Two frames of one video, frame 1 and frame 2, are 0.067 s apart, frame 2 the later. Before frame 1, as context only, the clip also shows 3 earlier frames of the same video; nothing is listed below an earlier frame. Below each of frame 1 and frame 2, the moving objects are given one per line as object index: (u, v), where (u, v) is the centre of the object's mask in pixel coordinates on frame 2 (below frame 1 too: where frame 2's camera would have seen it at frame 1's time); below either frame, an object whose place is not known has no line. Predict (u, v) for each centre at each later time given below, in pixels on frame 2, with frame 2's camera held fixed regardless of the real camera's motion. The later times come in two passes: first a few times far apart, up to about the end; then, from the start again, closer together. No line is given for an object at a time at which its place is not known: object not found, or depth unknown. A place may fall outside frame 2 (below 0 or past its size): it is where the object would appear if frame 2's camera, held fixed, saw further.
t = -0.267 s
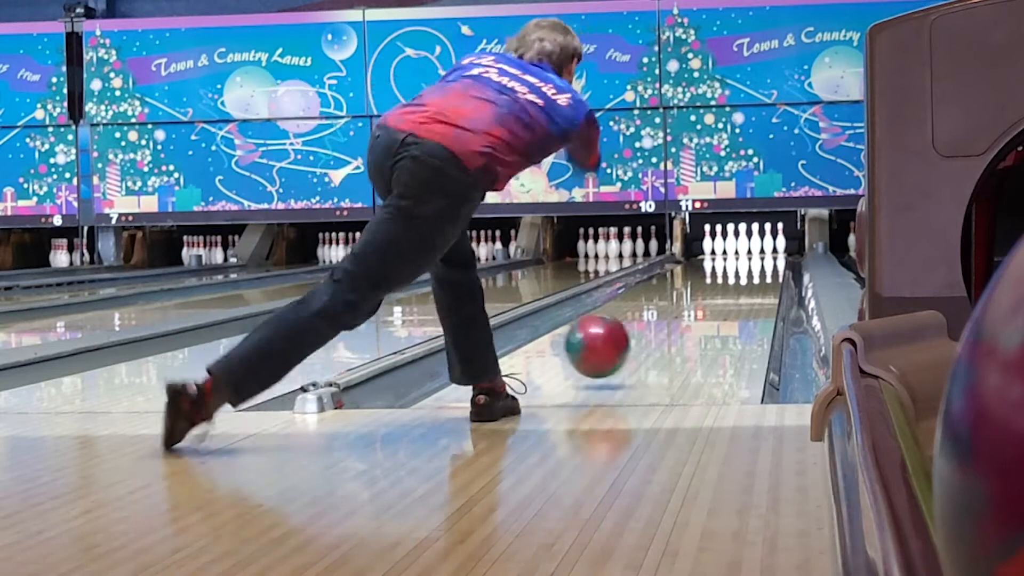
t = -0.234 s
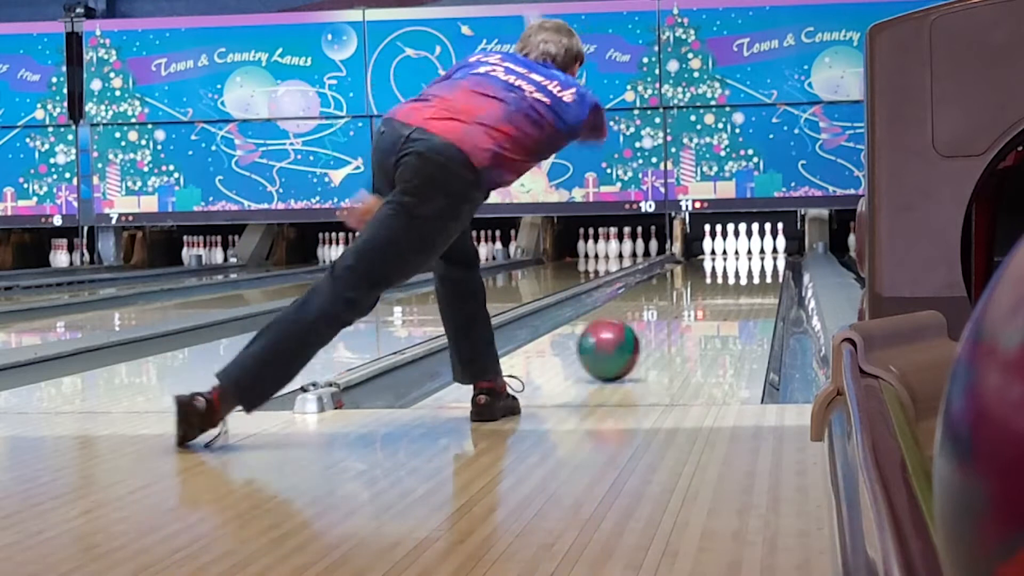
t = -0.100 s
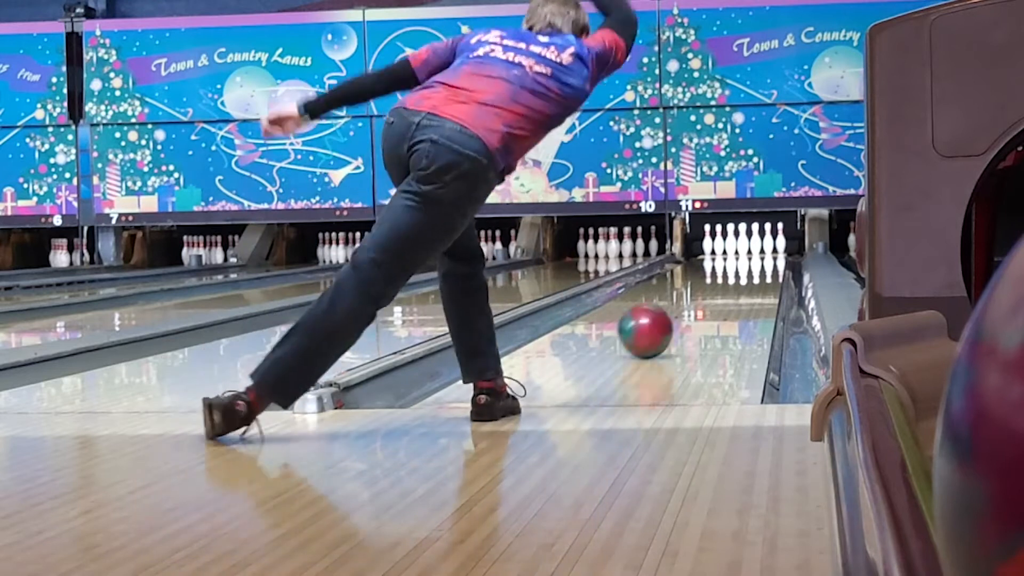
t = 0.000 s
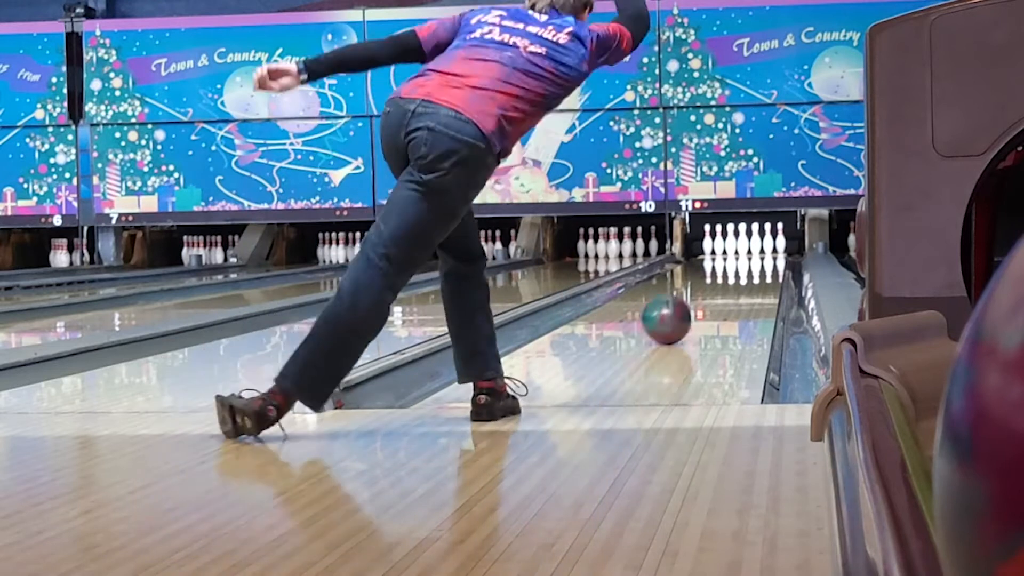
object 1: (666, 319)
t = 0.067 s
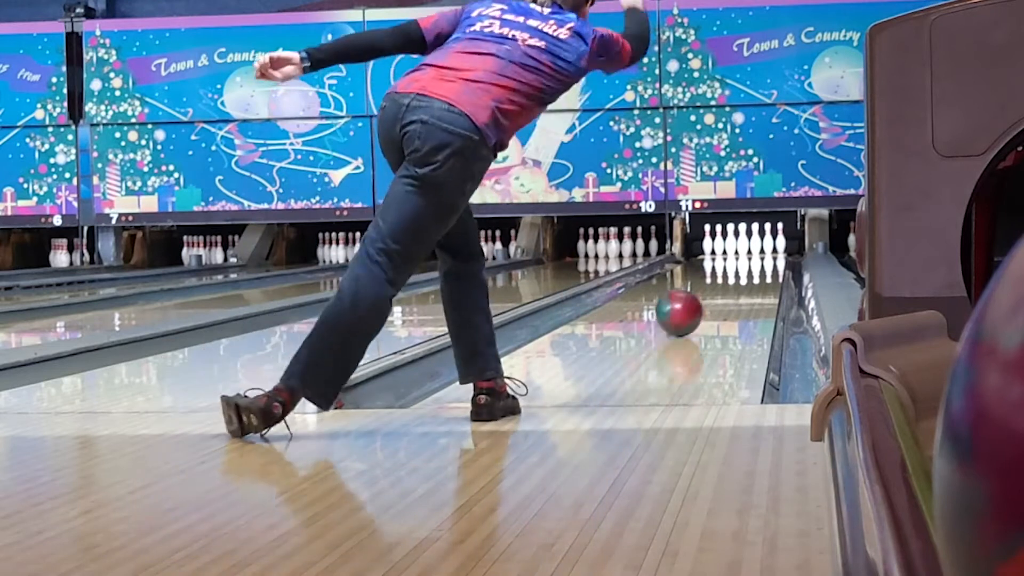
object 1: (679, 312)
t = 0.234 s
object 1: (703, 299)
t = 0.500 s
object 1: (731, 284)
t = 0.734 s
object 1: (749, 274)
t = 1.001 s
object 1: (760, 266)
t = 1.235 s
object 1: (767, 260)
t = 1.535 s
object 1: (768, 255)
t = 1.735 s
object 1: (765, 251)
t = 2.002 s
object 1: (755, 249)
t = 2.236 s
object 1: (747, 247)
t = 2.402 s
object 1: (743, 246)
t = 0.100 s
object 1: (684, 309)
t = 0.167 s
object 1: (694, 303)
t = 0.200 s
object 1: (699, 301)
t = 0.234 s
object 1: (703, 299)
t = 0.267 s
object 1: (707, 297)
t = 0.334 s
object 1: (715, 293)
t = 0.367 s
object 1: (719, 291)
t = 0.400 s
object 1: (722, 289)
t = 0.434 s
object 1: (725, 287)
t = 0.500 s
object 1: (731, 284)
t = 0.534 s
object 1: (734, 282)
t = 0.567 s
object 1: (737, 281)
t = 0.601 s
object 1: (739, 279)
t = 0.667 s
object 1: (744, 277)
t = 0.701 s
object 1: (746, 275)
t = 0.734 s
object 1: (749, 274)
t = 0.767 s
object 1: (750, 273)
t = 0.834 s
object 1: (754, 270)
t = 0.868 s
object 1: (755, 269)
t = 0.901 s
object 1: (757, 268)
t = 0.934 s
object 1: (758, 267)
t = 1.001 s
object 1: (760, 266)
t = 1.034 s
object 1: (762, 265)
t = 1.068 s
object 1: (762, 264)
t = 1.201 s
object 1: (766, 261)
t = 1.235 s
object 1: (767, 260)
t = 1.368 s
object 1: (768, 257)
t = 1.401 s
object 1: (768, 257)
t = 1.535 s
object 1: (768, 255)
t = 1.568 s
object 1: (768, 254)
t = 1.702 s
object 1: (766, 252)
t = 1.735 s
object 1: (765, 251)
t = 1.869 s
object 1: (760, 250)
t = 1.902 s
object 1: (758, 250)
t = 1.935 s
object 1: (757, 250)
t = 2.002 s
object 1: (755, 249)
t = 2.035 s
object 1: (754, 249)
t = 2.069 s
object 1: (752, 248)
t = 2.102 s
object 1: (751, 248)
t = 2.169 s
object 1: (748, 248)
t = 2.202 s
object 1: (747, 247)
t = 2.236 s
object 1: (747, 247)
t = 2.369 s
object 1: (744, 246)
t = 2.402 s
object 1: (743, 246)
